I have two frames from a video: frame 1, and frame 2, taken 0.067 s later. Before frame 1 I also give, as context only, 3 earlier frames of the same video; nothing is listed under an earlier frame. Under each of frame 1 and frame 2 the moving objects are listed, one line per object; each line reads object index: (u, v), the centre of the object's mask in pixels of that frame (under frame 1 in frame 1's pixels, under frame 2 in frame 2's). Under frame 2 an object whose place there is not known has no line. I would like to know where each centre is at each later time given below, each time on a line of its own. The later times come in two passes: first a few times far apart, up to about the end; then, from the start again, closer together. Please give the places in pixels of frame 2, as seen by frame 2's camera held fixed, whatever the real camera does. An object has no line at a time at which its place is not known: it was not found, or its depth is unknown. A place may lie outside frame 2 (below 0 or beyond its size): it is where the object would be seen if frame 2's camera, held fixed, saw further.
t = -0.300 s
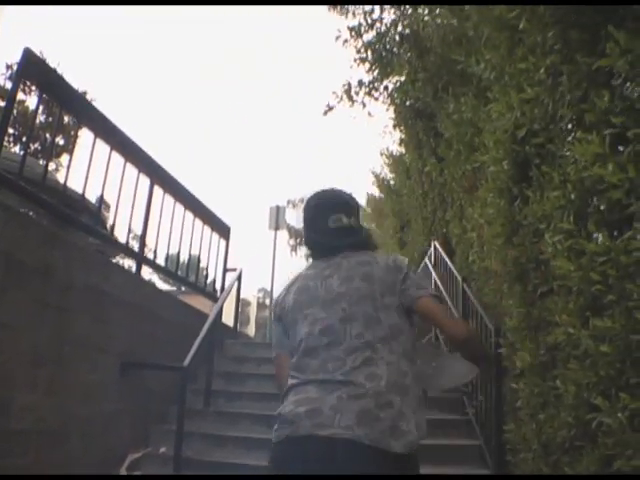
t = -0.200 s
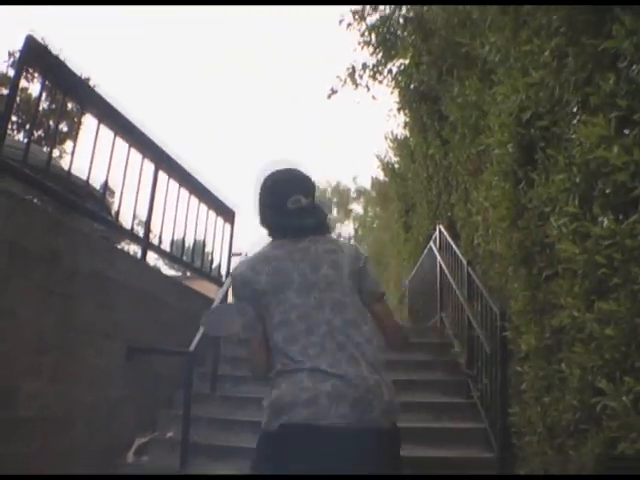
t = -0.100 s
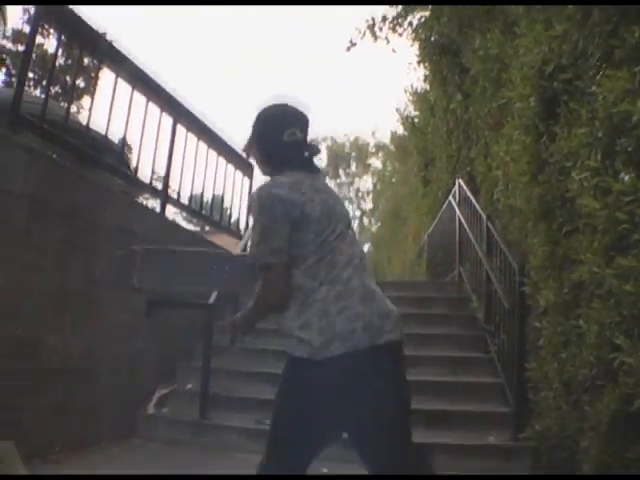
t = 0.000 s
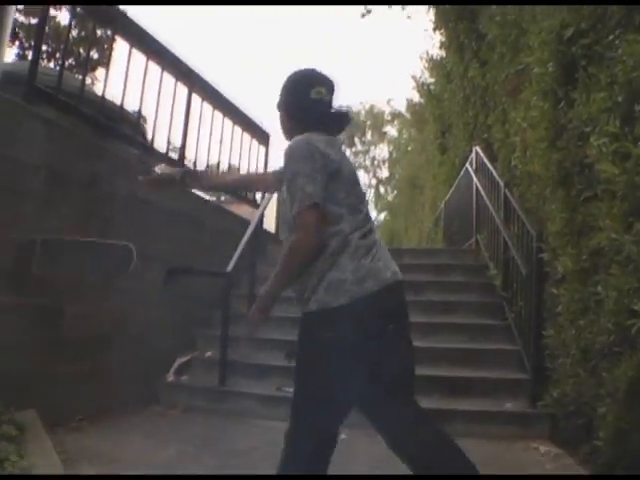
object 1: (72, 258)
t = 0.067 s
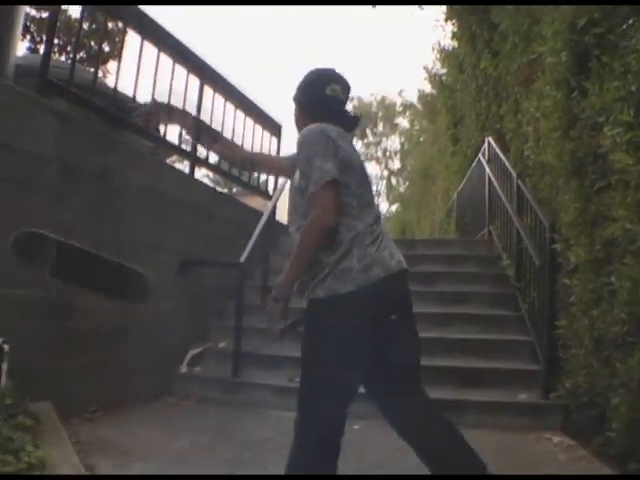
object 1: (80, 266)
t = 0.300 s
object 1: (96, 384)
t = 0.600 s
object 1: (142, 447)
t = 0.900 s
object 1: (150, 458)
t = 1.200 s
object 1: (150, 458)
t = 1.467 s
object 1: (152, 457)
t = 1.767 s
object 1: (152, 457)
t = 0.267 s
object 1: (98, 364)
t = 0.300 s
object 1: (96, 384)
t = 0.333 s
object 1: (96, 407)
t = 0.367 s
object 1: (100, 416)
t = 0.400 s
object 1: (105, 418)
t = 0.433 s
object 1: (105, 427)
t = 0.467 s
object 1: (113, 434)
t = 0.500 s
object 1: (122, 439)
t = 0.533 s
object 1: (128, 441)
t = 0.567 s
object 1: (135, 442)
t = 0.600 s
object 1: (142, 447)
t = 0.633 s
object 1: (143, 451)
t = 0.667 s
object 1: (147, 457)
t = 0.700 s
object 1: (148, 455)
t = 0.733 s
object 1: (149, 454)
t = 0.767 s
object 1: (150, 455)
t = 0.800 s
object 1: (149, 457)
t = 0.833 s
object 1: (150, 457)
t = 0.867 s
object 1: (150, 457)
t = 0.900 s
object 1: (150, 458)
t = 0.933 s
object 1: (150, 458)
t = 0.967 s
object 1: (150, 458)
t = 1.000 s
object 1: (151, 458)
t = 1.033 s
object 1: (151, 458)
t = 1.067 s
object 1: (151, 458)
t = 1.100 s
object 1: (150, 458)
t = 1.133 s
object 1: (151, 458)
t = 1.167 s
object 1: (151, 458)
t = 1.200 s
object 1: (150, 458)
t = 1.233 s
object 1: (151, 457)
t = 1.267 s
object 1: (151, 457)
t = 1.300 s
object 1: (151, 457)
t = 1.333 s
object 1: (151, 457)
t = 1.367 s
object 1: (152, 457)
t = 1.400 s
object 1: (152, 457)
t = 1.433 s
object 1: (152, 457)
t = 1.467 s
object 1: (152, 457)
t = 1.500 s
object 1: (152, 457)
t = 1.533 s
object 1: (152, 457)
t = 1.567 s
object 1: (153, 457)
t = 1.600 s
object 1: (153, 457)
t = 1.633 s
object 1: (153, 457)
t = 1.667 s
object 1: (152, 457)
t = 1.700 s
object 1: (152, 457)
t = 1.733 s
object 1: (152, 457)
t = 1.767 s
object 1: (152, 457)
